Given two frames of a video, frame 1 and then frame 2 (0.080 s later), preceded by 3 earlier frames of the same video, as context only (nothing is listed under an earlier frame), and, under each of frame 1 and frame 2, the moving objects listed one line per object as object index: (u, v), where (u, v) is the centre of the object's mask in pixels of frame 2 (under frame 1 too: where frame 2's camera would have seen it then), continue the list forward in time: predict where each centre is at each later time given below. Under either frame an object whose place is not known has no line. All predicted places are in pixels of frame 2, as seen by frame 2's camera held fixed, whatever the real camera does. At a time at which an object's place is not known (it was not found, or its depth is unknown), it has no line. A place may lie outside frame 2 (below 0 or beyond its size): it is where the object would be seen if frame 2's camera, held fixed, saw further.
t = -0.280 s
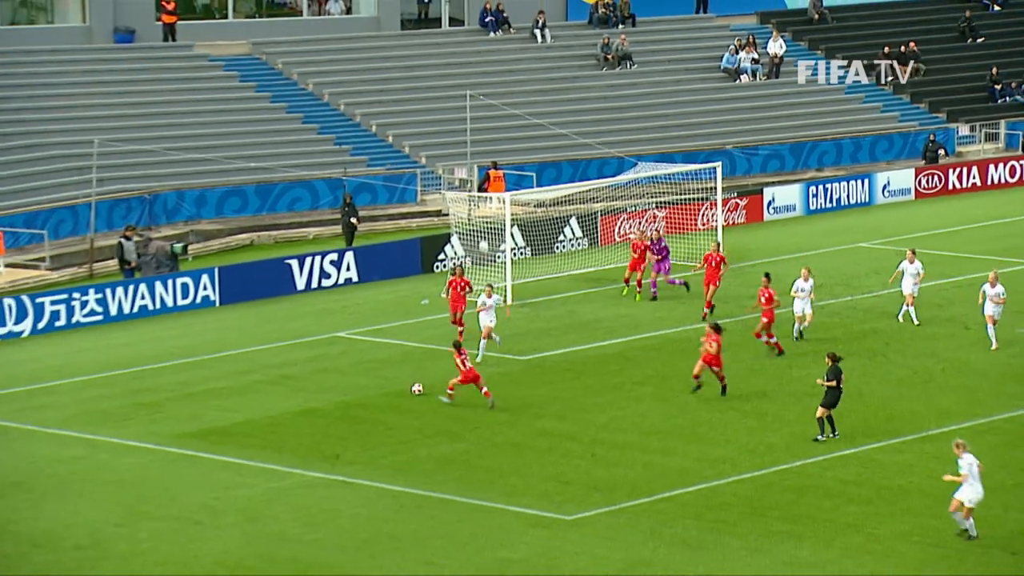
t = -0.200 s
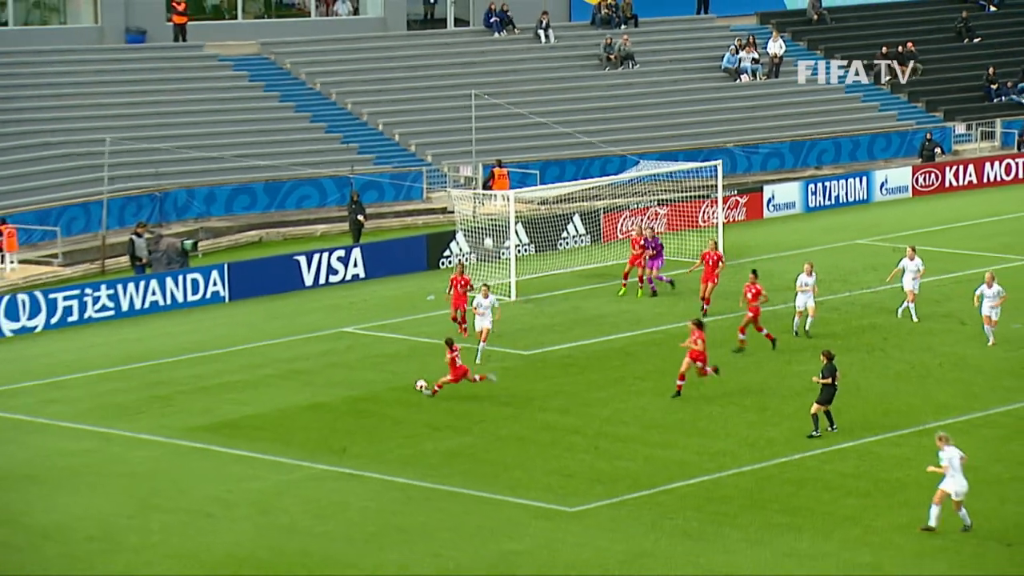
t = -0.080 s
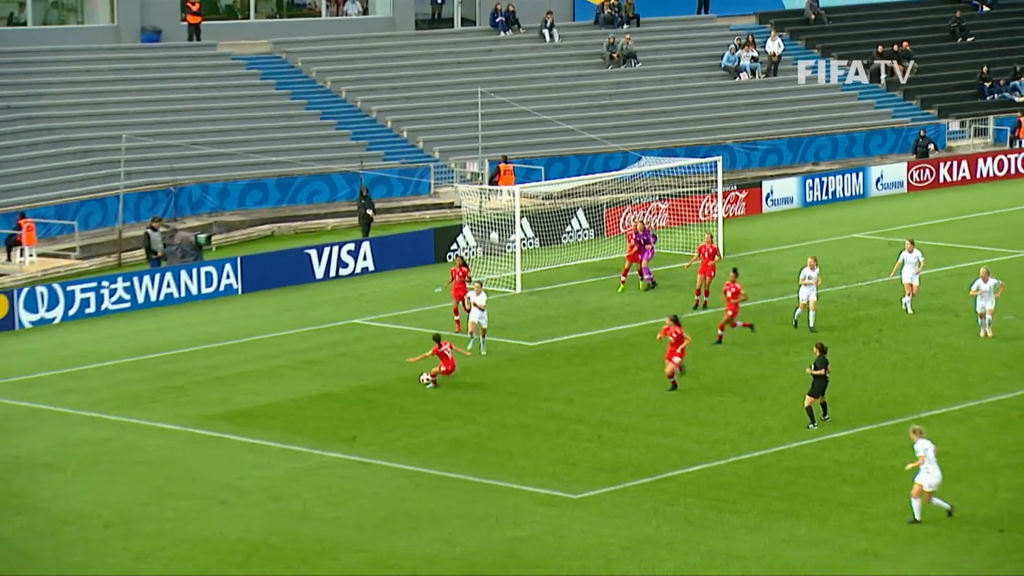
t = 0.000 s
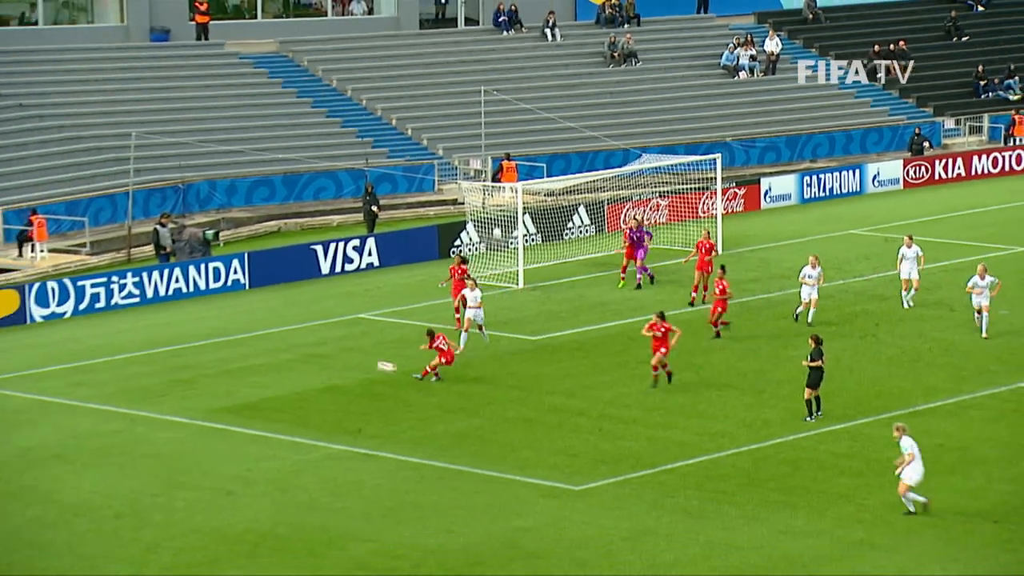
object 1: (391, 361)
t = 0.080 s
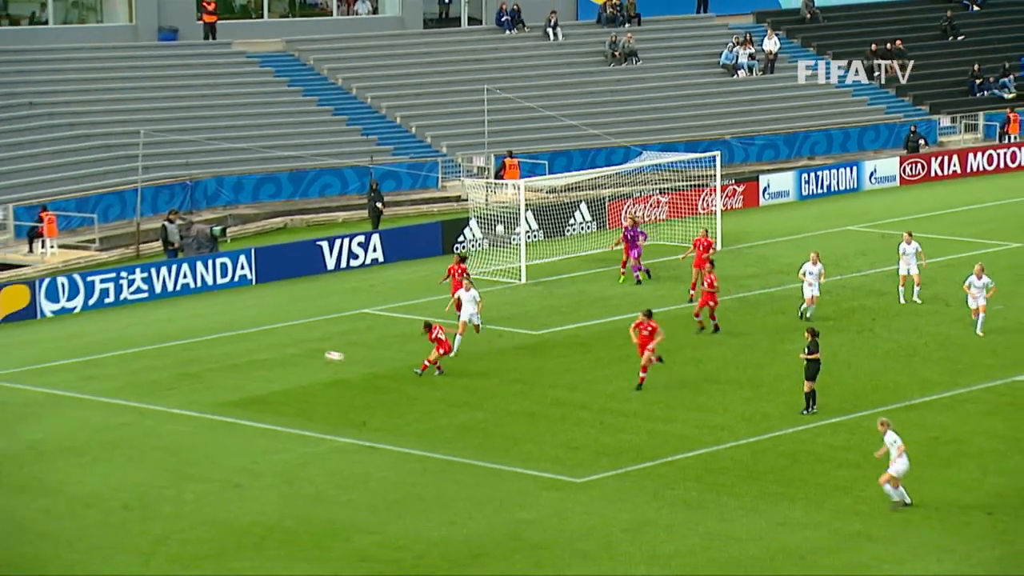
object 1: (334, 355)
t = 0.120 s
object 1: (305, 354)
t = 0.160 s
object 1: (278, 353)
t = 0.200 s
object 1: (251, 352)
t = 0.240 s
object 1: (224, 352)
